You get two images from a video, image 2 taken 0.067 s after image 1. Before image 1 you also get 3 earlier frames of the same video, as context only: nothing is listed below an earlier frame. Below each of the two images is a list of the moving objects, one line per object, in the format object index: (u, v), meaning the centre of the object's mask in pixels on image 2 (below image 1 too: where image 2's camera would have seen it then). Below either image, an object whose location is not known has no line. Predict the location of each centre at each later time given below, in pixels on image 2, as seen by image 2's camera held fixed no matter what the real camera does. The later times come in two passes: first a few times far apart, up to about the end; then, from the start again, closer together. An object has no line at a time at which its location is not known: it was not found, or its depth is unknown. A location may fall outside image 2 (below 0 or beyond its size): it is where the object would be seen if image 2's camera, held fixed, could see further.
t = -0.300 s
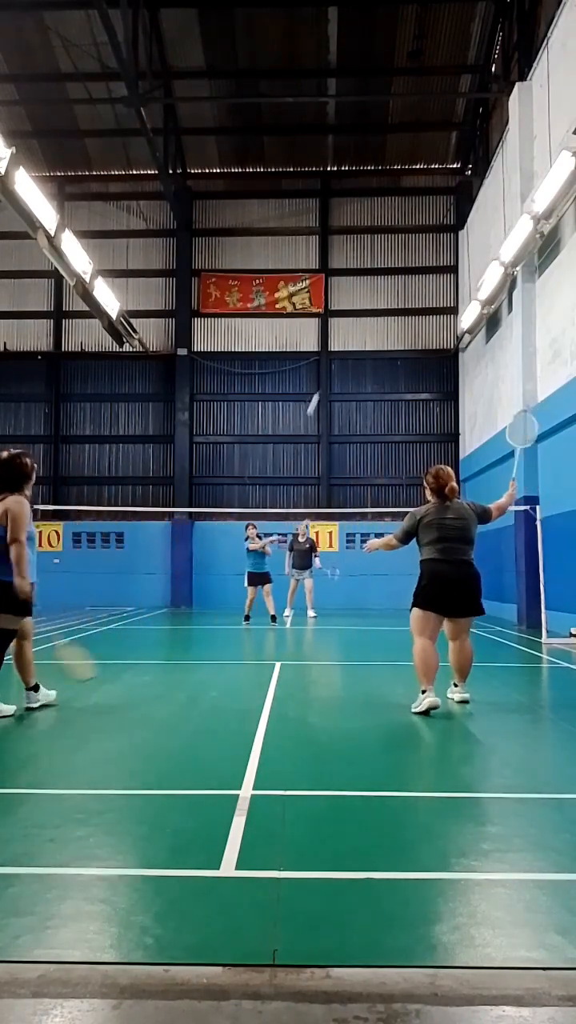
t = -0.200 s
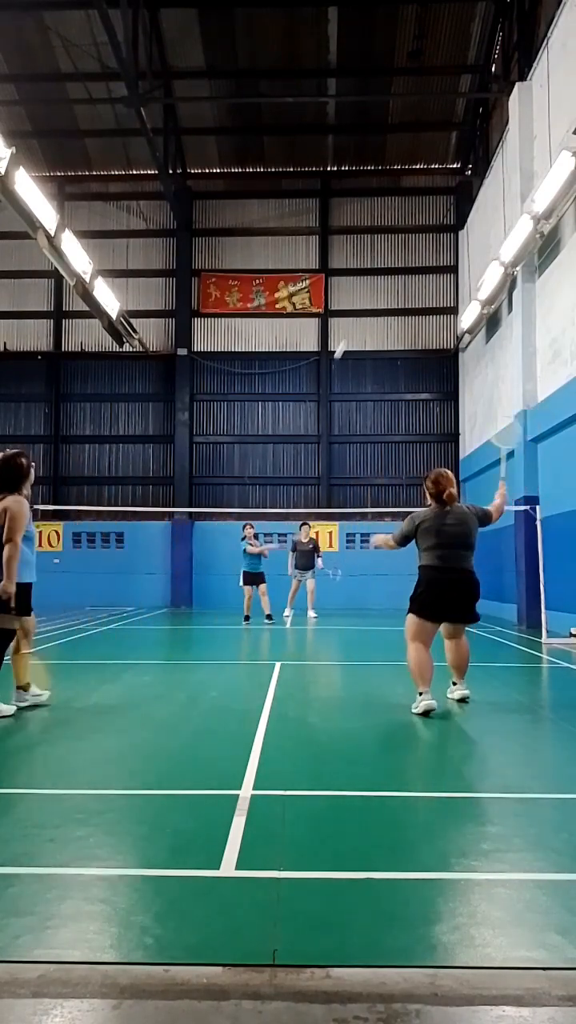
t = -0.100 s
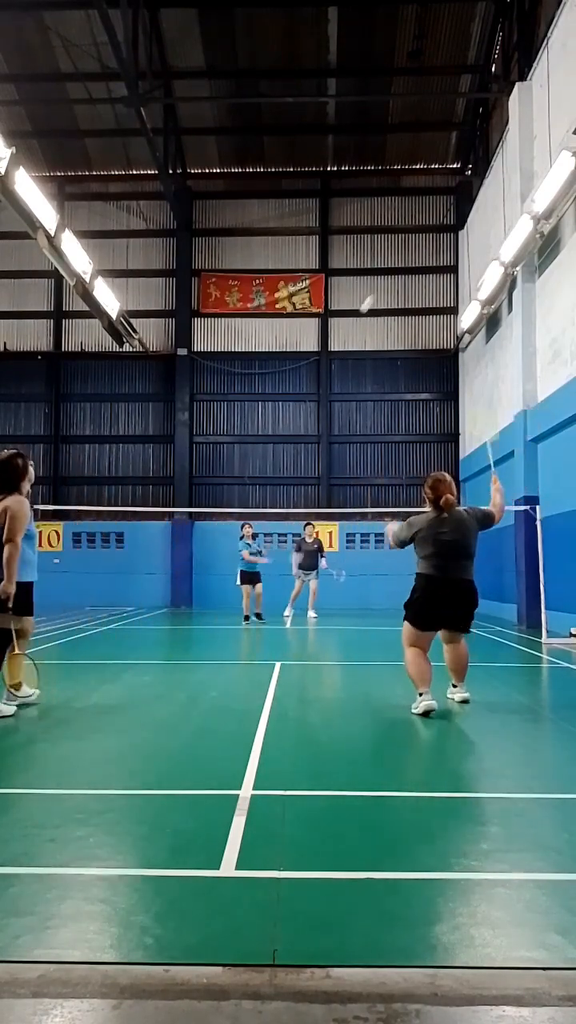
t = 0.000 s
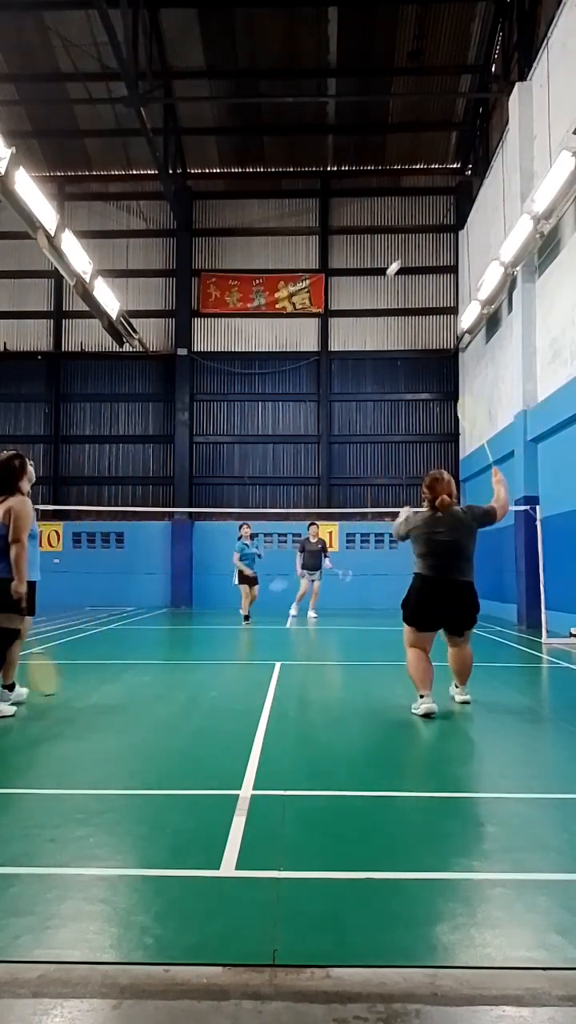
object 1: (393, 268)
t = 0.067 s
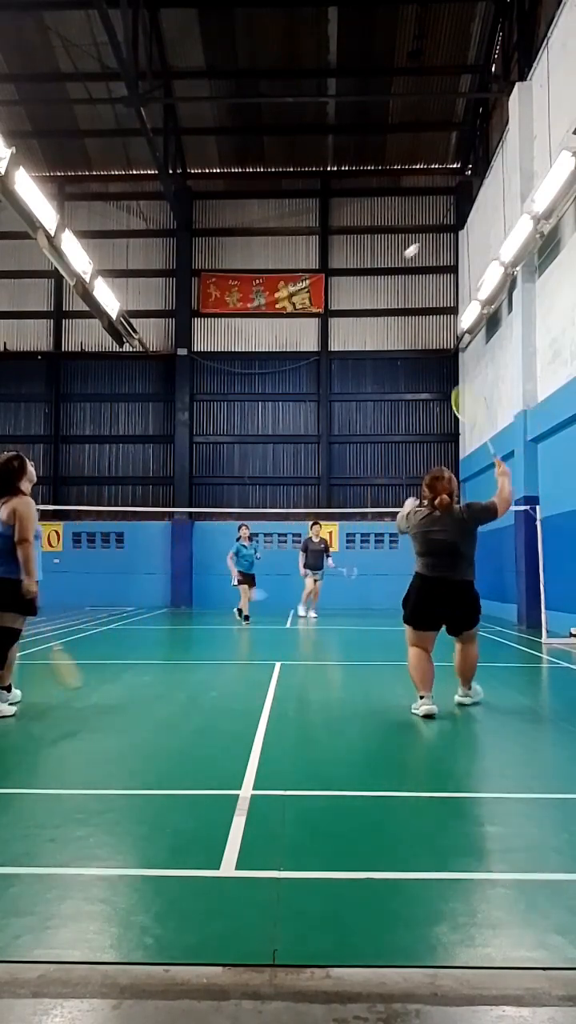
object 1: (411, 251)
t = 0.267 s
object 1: (465, 225)
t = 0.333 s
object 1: (485, 228)
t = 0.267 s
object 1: (465, 225)
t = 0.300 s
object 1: (475, 225)
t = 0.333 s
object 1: (485, 228)
